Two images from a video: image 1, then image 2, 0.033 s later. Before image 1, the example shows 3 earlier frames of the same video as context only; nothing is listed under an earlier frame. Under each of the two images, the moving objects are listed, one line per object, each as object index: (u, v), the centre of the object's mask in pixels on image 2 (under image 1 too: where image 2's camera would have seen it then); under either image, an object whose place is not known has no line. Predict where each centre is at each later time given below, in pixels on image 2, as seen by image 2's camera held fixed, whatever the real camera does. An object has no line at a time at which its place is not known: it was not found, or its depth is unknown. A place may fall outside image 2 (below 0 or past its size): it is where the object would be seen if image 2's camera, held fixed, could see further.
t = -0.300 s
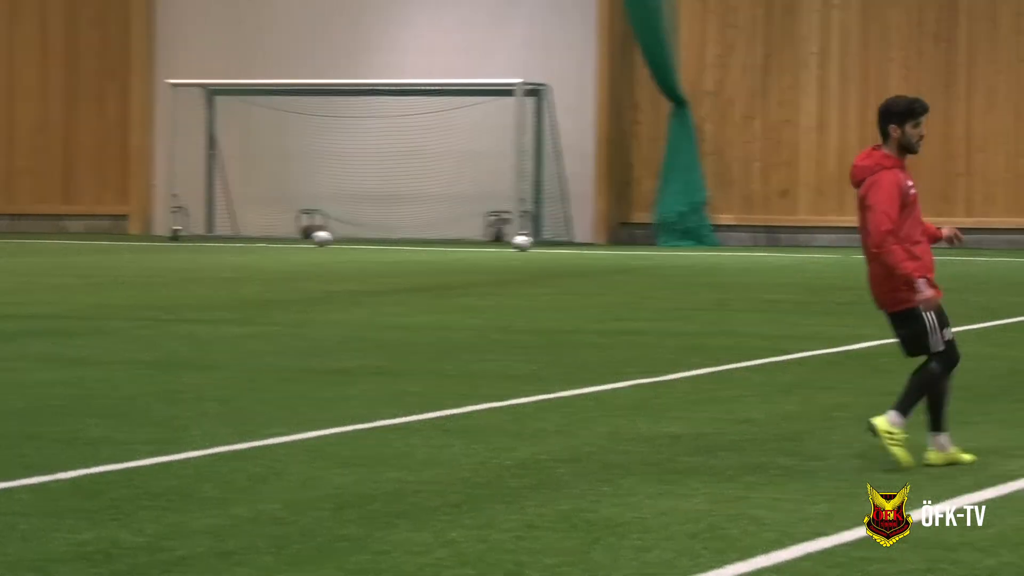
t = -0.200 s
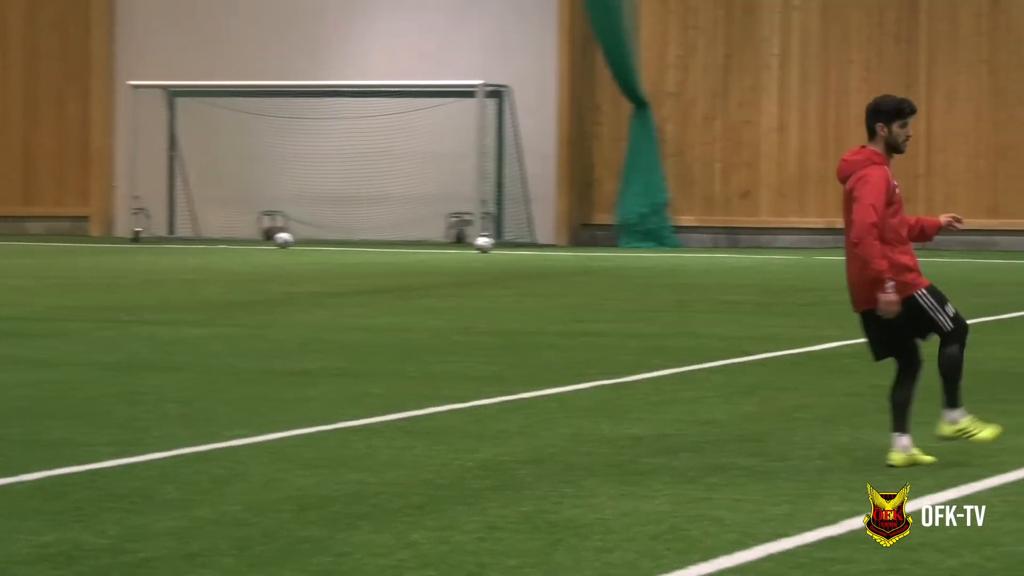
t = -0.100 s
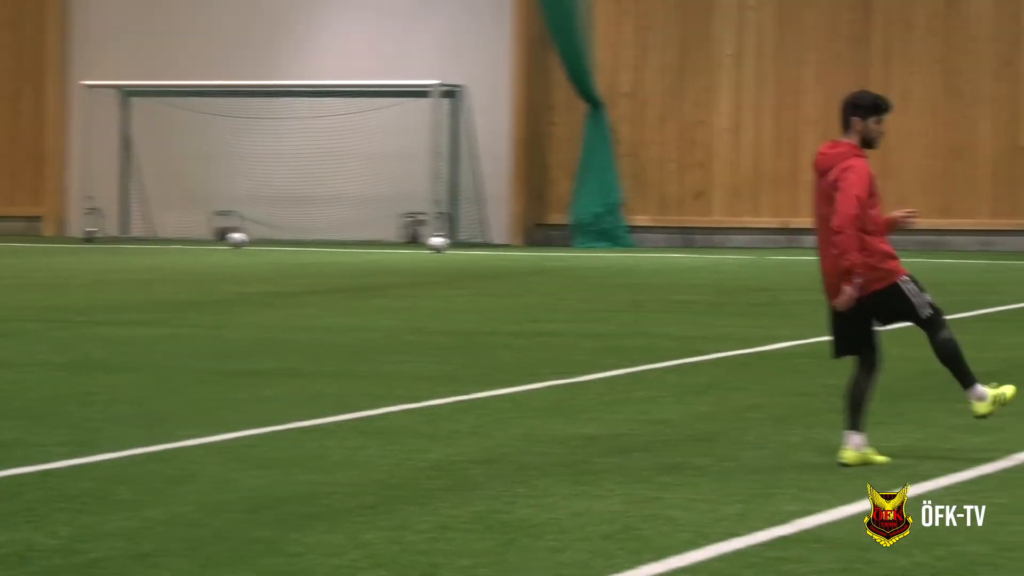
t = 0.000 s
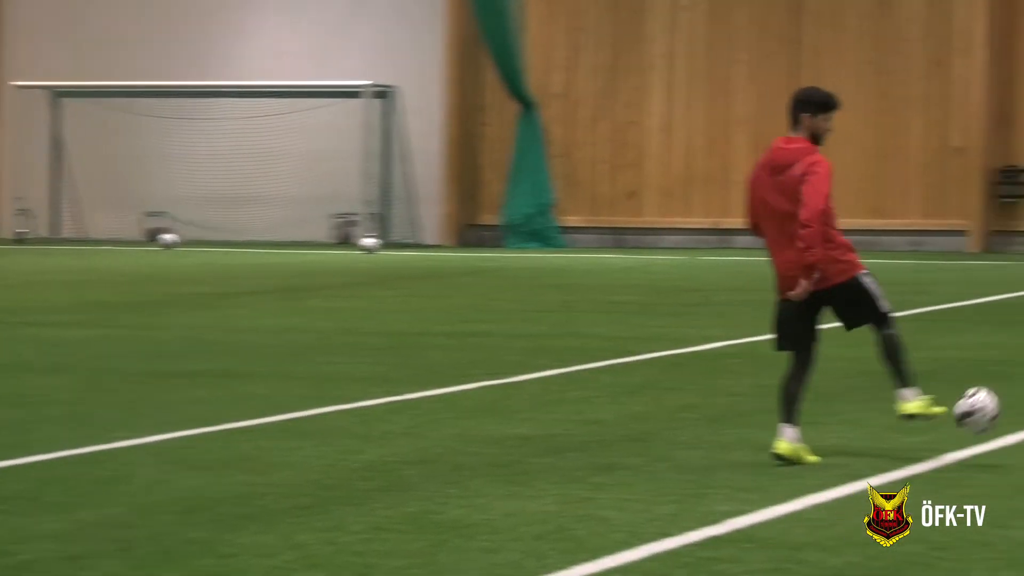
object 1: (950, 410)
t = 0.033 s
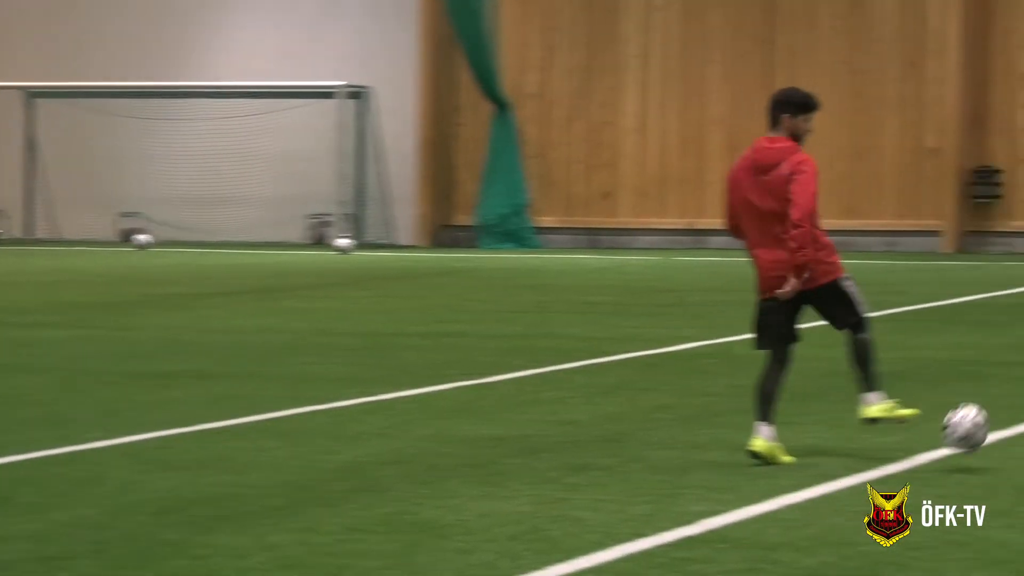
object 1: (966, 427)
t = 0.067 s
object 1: (974, 436)
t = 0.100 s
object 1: (988, 452)
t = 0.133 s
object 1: (999, 442)
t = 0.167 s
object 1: (1004, 438)
